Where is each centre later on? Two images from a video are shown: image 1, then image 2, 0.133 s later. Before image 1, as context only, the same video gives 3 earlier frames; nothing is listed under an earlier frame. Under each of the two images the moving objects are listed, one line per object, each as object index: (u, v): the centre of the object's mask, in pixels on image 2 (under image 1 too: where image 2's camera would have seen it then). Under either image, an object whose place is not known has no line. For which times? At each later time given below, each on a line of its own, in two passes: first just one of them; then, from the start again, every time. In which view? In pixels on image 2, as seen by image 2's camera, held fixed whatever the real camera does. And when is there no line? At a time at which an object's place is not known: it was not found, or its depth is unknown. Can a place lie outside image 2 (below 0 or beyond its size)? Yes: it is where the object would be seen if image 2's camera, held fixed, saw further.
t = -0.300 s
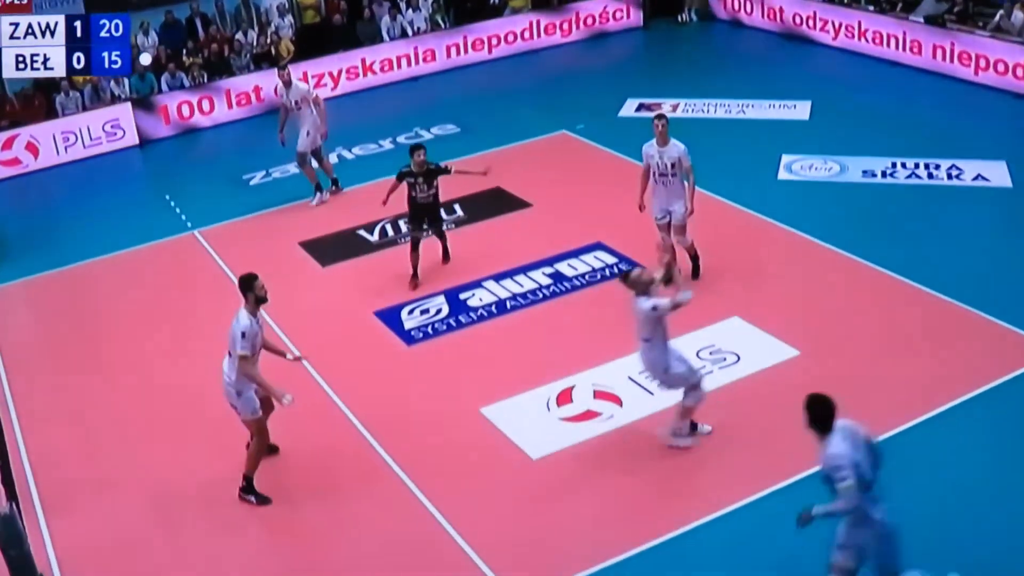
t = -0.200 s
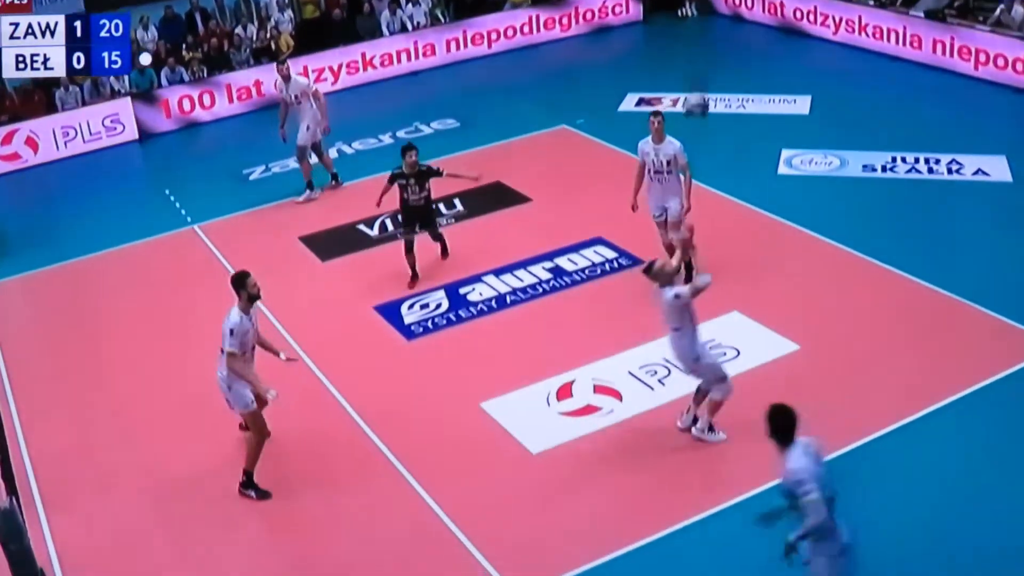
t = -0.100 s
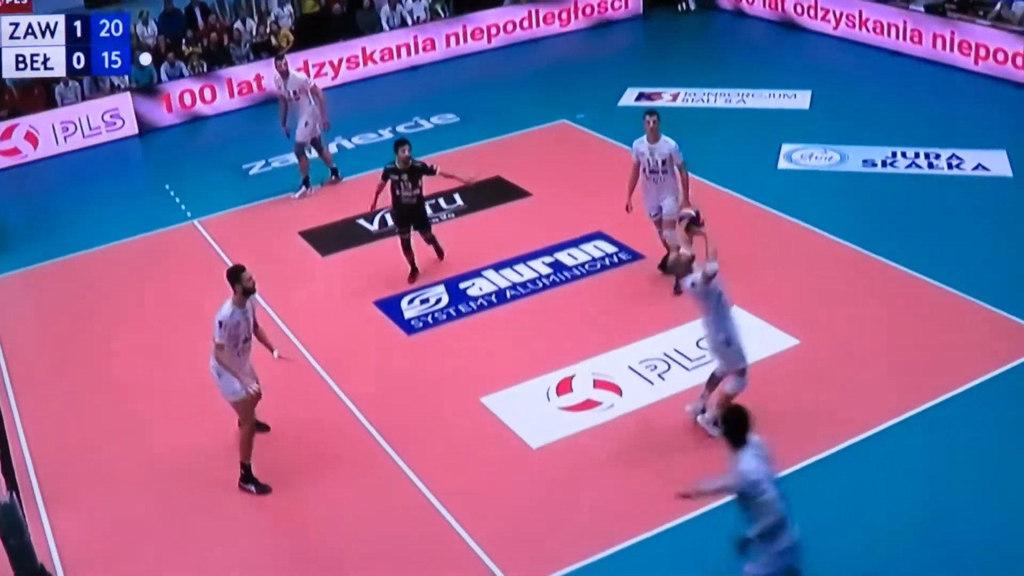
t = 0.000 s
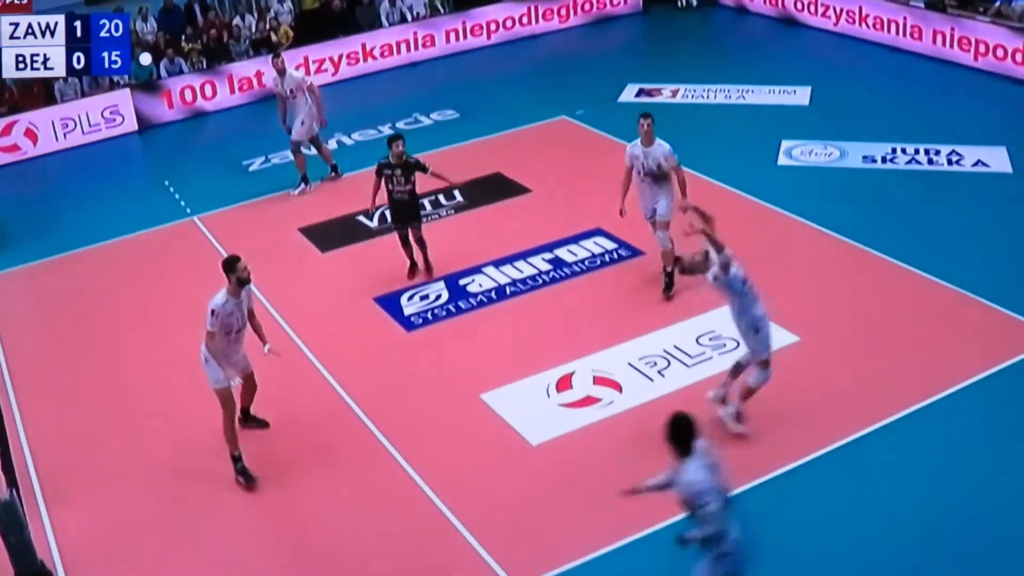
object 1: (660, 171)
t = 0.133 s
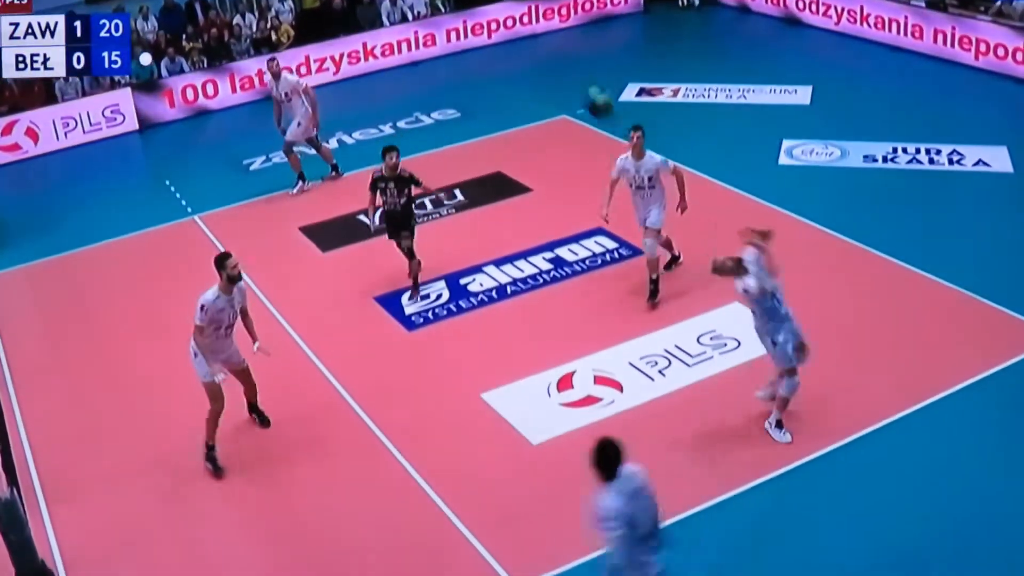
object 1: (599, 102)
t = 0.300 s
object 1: (522, 47)
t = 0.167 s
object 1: (583, 87)
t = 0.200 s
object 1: (568, 76)
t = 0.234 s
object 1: (554, 65)
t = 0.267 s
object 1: (538, 54)
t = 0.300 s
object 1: (522, 47)
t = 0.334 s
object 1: (508, 41)
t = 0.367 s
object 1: (491, 34)
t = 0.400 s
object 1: (475, 30)
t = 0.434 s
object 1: (457, 28)
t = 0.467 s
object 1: (440, 27)
